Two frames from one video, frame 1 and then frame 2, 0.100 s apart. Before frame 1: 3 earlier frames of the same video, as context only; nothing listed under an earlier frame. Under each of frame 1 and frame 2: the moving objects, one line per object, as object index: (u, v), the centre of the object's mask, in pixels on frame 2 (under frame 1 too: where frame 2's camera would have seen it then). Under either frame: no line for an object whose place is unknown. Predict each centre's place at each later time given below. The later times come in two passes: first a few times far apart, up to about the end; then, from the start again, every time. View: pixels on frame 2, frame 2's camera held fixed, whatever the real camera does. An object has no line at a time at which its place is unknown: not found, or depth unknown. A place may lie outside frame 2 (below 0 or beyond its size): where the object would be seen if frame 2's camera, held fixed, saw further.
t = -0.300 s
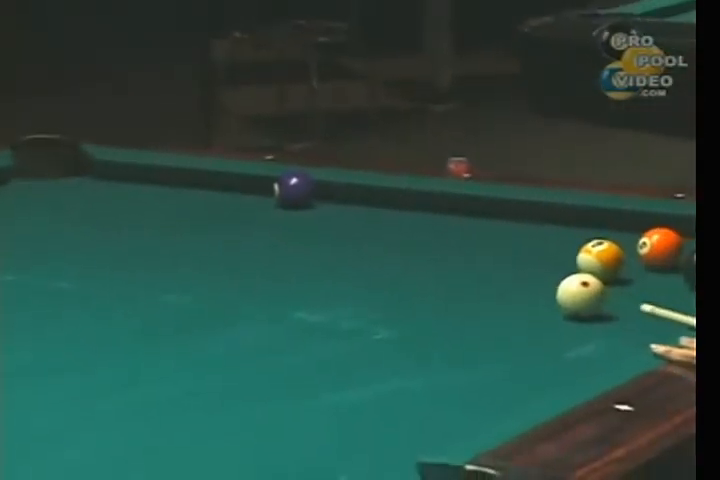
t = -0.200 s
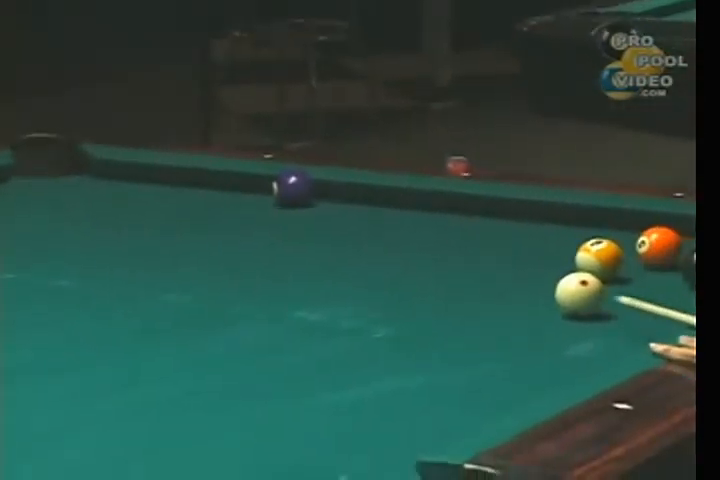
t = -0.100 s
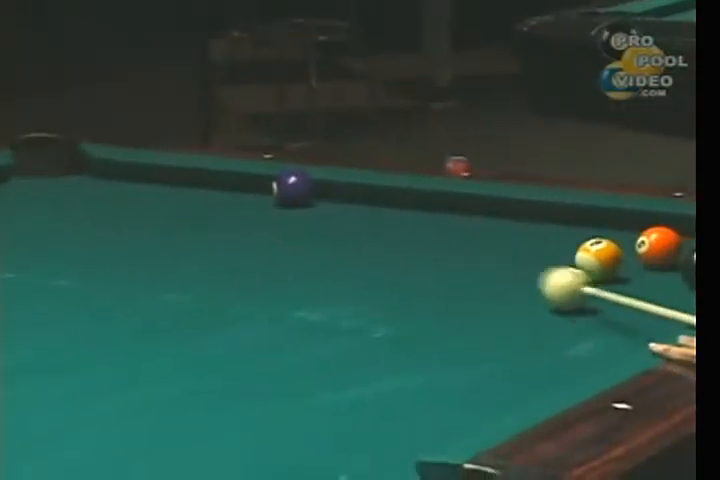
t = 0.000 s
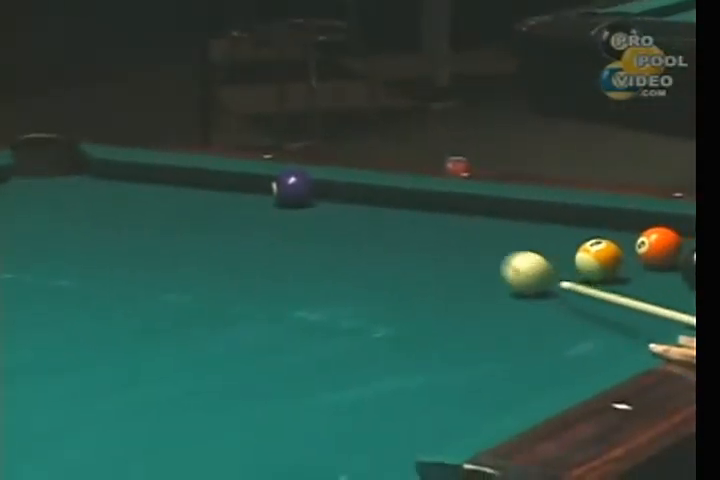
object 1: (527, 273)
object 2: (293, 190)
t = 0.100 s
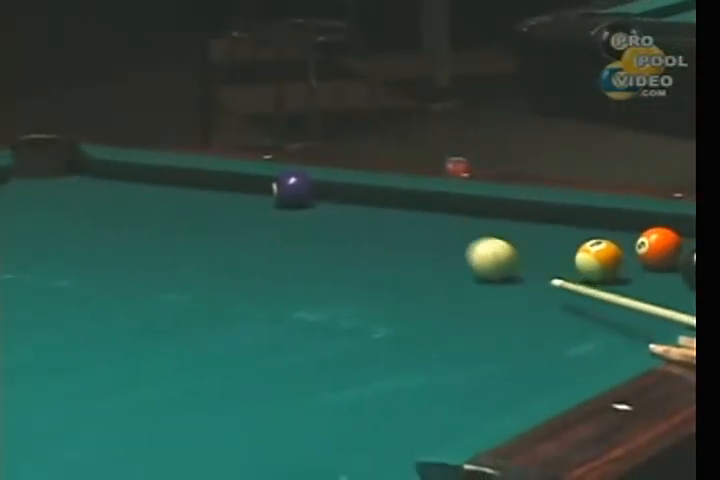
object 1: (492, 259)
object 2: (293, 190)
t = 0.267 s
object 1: (440, 237)
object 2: (293, 189)
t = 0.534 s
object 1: (362, 205)
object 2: (292, 189)
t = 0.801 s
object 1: (316, 196)
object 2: (252, 186)
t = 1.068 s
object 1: (278, 205)
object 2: (187, 180)
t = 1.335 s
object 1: (243, 214)
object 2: (135, 174)
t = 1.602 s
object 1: (212, 223)
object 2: (83, 170)
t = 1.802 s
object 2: (52, 166)
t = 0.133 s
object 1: (481, 255)
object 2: (292, 190)
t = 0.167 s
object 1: (470, 250)
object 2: (293, 190)
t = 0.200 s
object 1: (459, 246)
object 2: (293, 190)
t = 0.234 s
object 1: (449, 242)
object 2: (293, 190)
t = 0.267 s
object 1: (440, 237)
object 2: (293, 189)
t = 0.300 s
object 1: (428, 233)
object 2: (293, 189)
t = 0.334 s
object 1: (418, 229)
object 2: (293, 189)
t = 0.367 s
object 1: (408, 224)
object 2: (293, 189)
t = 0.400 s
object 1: (398, 220)
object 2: (293, 189)
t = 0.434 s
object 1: (389, 216)
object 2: (293, 189)
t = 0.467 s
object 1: (379, 212)
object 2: (293, 189)
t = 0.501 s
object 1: (371, 208)
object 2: (293, 189)
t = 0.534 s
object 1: (362, 205)
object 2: (292, 189)
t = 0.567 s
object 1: (352, 201)
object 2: (292, 189)
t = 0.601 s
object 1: (343, 196)
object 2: (293, 189)
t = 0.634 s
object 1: (334, 193)
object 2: (292, 189)
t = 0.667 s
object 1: (334, 191)
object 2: (287, 190)
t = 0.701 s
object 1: (331, 192)
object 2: (277, 189)
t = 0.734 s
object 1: (326, 193)
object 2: (270, 188)
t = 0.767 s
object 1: (321, 195)
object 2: (261, 188)
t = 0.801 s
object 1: (316, 196)
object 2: (252, 186)
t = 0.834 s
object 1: (311, 197)
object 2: (245, 186)
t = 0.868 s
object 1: (307, 199)
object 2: (235, 185)
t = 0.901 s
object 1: (302, 200)
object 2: (227, 184)
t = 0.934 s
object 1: (297, 201)
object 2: (219, 183)
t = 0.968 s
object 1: (292, 202)
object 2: (210, 182)
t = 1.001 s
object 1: (288, 203)
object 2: (202, 181)
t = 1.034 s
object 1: (282, 204)
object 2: (194, 180)
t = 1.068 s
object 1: (278, 205)
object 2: (187, 180)
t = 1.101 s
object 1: (273, 206)
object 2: (180, 179)
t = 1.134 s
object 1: (269, 207)
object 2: (173, 178)
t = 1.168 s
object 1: (264, 208)
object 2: (166, 177)
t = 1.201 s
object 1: (260, 209)
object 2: (159, 177)
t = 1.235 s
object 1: (256, 211)
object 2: (152, 176)
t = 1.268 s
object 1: (251, 212)
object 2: (146, 176)
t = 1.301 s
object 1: (247, 212)
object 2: (140, 175)
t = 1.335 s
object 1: (243, 214)
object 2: (135, 174)
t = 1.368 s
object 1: (240, 215)
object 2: (129, 173)
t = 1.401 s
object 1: (236, 216)
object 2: (120, 173)
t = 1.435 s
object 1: (230, 217)
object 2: (113, 173)
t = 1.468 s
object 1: (227, 218)
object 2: (106, 172)
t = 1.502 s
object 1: (223, 219)
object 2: (100, 171)
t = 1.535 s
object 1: (219, 220)
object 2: (94, 170)
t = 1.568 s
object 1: (215, 221)
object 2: (88, 170)
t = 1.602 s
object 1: (212, 223)
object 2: (83, 170)
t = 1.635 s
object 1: (207, 223)
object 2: (77, 169)
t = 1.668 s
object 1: (204, 225)
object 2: (72, 169)
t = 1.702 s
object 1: (200, 225)
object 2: (69, 167)
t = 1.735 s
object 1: (197, 226)
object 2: (63, 167)
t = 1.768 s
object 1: (194, 227)
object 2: (59, 166)
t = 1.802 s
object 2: (52, 166)
